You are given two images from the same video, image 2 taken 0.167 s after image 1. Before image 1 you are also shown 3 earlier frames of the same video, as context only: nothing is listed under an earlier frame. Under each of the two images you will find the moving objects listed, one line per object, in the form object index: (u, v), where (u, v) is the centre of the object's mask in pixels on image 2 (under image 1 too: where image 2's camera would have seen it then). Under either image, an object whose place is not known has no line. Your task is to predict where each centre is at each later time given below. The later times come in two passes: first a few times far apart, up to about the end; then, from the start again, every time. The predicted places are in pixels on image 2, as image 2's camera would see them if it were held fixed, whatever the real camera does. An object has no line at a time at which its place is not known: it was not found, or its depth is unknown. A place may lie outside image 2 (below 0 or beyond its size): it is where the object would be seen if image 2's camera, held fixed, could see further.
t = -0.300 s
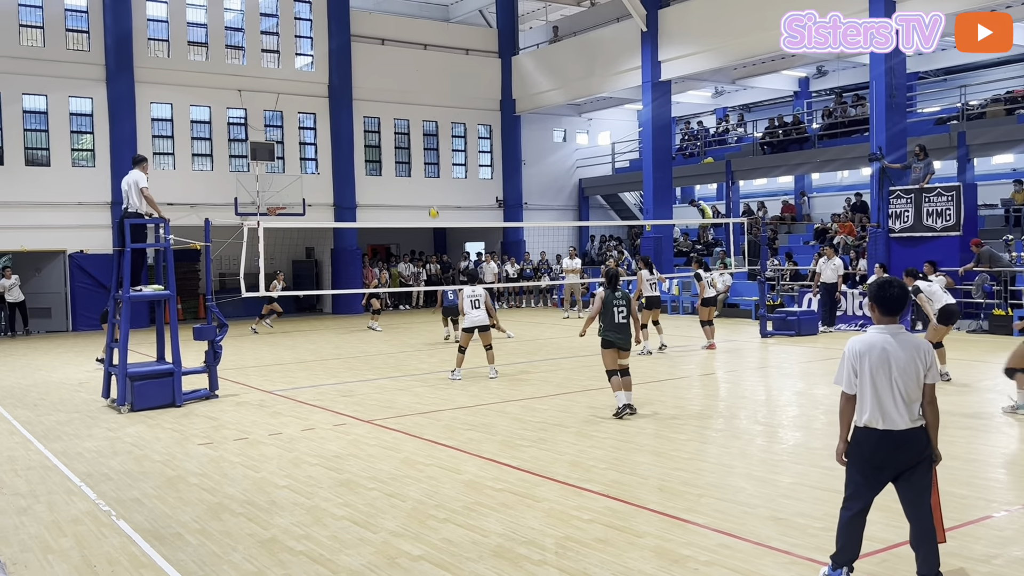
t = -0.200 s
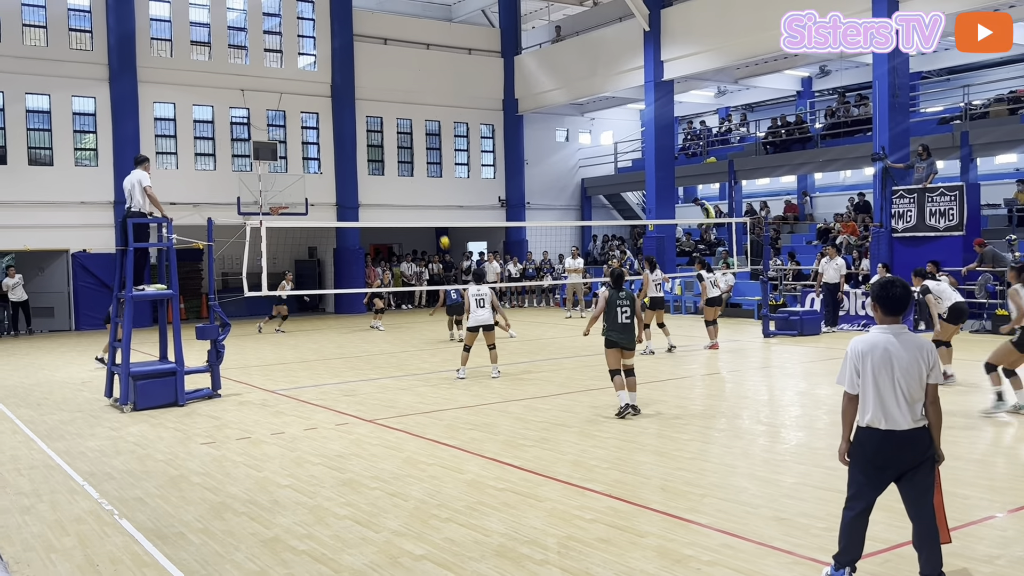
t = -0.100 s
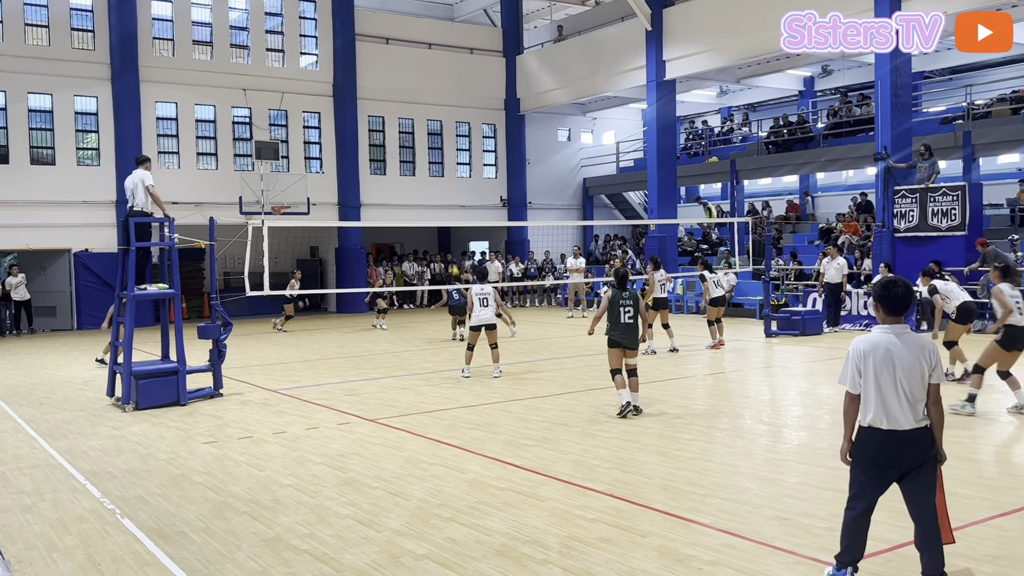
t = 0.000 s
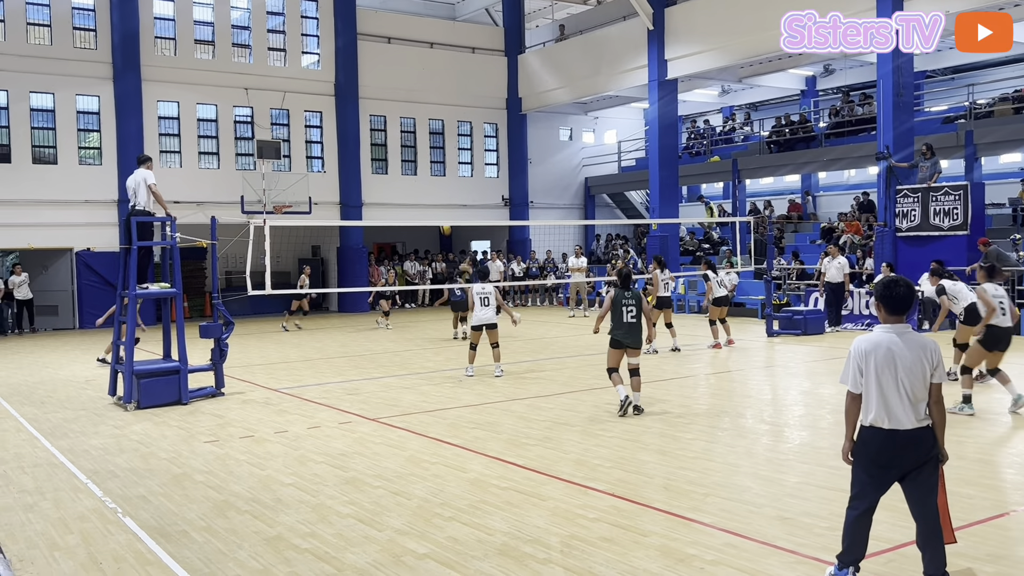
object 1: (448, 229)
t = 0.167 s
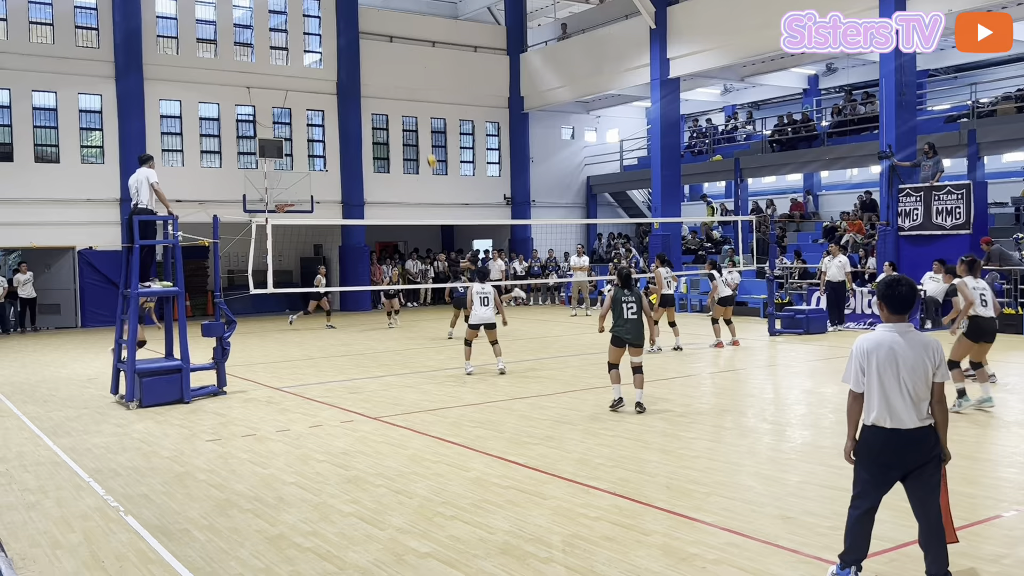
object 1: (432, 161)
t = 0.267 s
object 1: (423, 128)
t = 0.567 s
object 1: (398, 59)
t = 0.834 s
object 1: (378, 36)
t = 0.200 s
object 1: (429, 150)
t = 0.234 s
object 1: (426, 139)
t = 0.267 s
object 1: (423, 128)
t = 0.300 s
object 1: (420, 119)
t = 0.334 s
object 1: (418, 110)
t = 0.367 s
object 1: (414, 101)
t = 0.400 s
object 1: (412, 93)
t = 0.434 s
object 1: (409, 85)
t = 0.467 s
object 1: (406, 77)
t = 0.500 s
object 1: (403, 71)
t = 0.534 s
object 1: (401, 65)
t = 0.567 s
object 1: (398, 59)
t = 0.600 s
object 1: (395, 54)
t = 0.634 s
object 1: (393, 50)
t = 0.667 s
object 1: (390, 46)
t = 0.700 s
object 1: (388, 43)
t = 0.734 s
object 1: (386, 40)
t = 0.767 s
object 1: (382, 38)
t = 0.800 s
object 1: (380, 37)
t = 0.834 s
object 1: (378, 36)
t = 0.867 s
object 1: (375, 36)
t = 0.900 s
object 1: (373, 36)
